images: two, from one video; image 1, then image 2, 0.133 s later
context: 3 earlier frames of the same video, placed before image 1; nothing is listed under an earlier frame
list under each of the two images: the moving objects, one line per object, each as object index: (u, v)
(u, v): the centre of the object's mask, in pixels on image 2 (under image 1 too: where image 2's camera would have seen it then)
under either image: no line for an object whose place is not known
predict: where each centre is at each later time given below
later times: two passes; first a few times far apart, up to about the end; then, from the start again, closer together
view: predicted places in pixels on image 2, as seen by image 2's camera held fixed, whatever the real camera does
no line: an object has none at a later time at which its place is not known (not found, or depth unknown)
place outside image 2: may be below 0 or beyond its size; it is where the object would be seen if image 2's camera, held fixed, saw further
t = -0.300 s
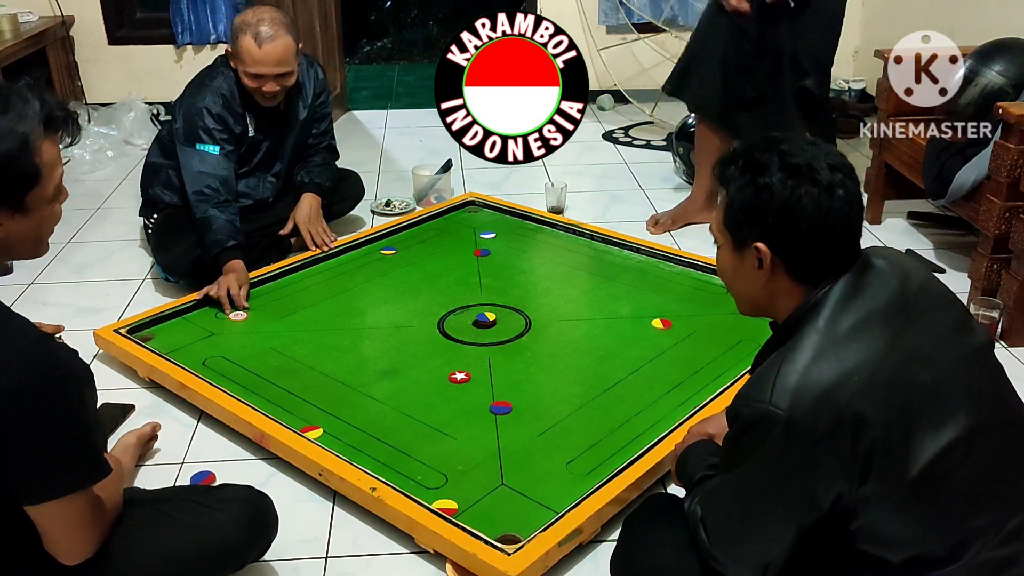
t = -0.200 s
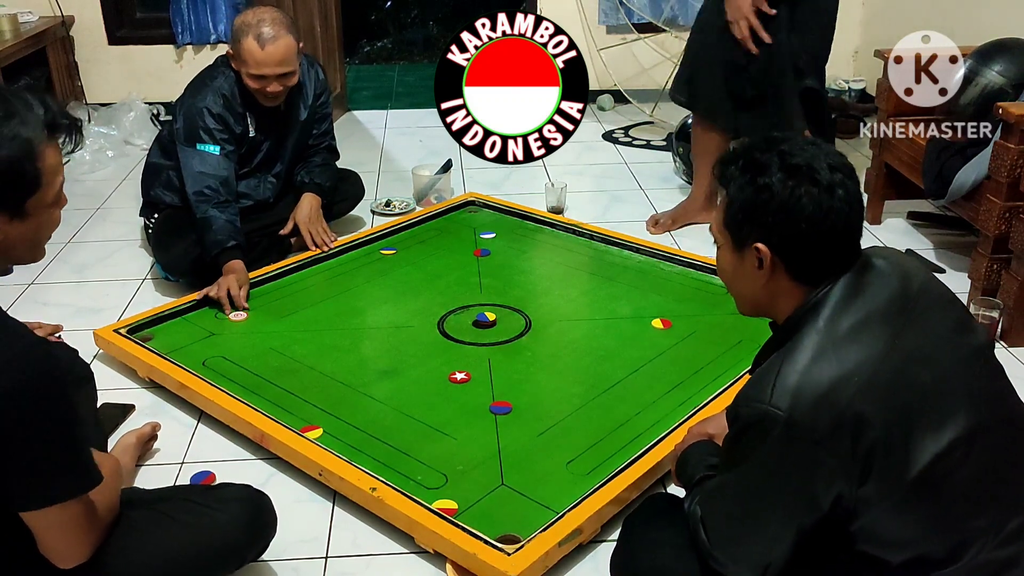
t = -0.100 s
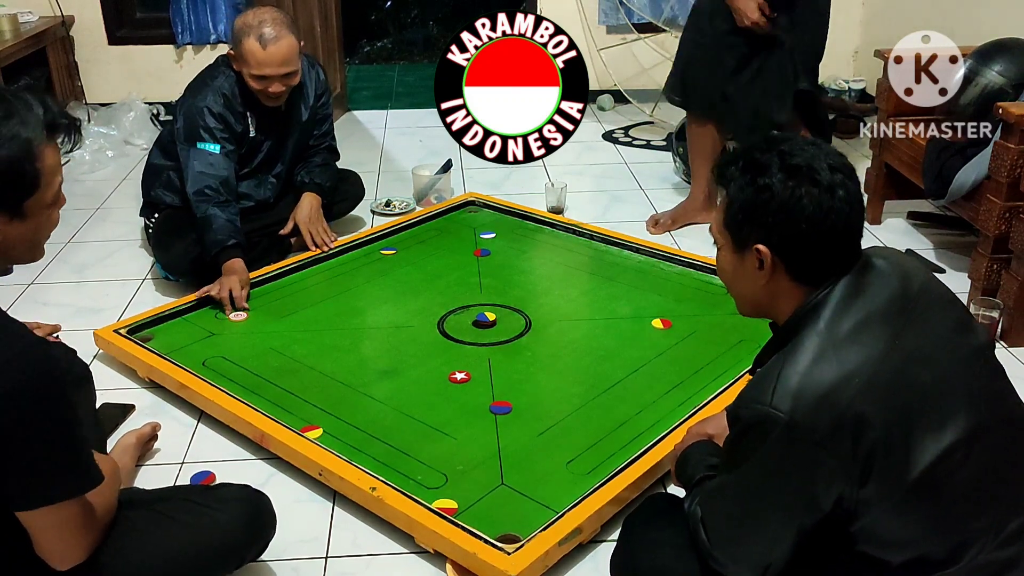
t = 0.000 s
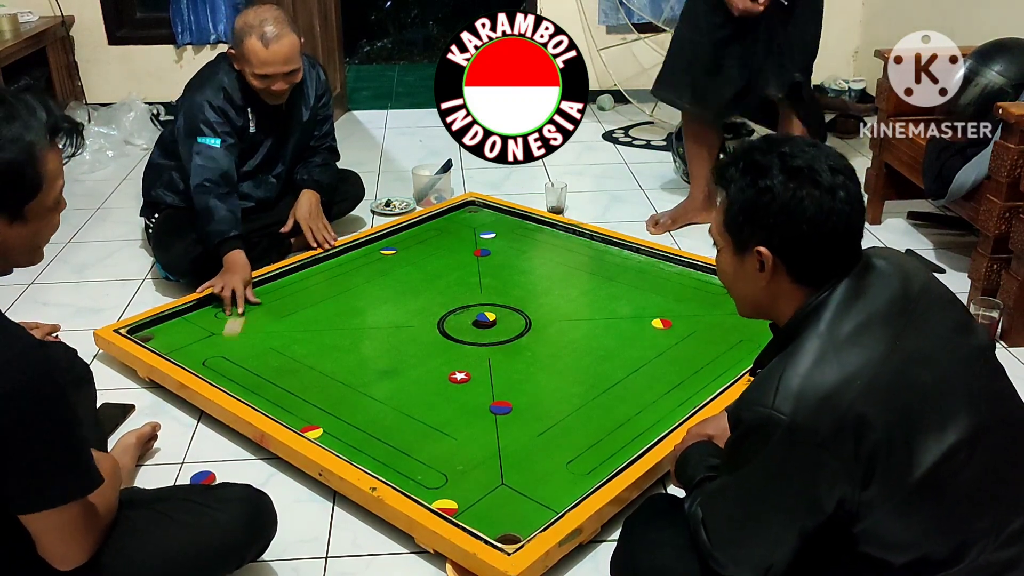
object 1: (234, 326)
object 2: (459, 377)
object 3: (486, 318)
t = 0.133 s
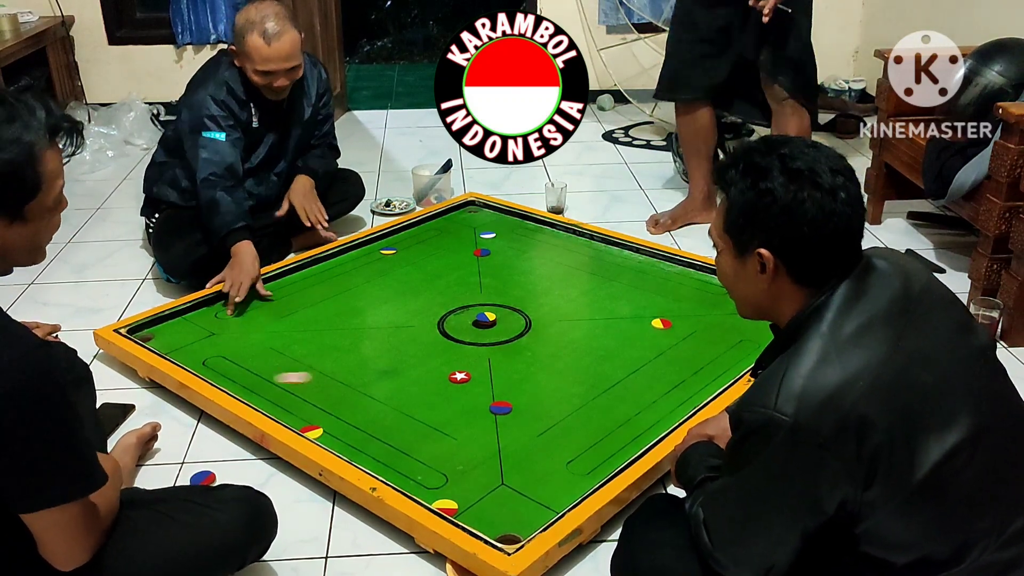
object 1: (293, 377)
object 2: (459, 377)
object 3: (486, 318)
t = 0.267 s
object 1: (439, 375)
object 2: (466, 377)
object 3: (486, 318)
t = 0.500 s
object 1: (457, 354)
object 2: (701, 391)
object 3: (486, 318)
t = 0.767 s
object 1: (476, 332)
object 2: (630, 327)
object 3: (486, 318)
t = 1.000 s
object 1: (478, 329)
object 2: (581, 283)
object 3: (489, 316)
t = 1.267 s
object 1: (476, 331)
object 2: (537, 244)
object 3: (498, 310)
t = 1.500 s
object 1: (473, 332)
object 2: (501, 218)
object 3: (505, 306)
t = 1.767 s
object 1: (470, 334)
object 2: (460, 222)
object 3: (511, 304)
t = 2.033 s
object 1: (466, 335)
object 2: (460, 243)
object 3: (514, 303)
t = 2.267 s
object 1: (463, 337)
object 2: (459, 262)
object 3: (514, 303)
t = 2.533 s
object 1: (460, 338)
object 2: (456, 285)
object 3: (514, 303)
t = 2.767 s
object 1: (458, 340)
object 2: (454, 307)
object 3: (514, 303)
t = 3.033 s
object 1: (457, 342)
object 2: (451, 332)
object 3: (514, 303)
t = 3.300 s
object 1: (463, 369)
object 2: (443, 335)
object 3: (511, 301)
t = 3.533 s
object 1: (470, 394)
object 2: (438, 337)
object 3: (511, 301)
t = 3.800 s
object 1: (477, 423)
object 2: (433, 340)
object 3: (511, 301)
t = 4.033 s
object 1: (484, 451)
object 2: (431, 342)
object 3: (511, 301)
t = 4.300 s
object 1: (493, 484)
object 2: (429, 344)
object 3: (511, 301)
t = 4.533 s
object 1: (501, 515)
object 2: (430, 345)
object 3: (511, 301)
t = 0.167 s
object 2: (459, 377)
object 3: (486, 318)
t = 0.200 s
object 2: (459, 377)
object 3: (486, 318)
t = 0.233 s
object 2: (460, 377)
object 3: (486, 318)
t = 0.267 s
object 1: (439, 375)
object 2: (466, 377)
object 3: (486, 318)
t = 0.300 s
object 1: (441, 372)
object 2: (500, 380)
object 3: (486, 318)
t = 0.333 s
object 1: (444, 369)
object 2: (535, 382)
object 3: (486, 318)
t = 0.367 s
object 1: (447, 366)
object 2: (571, 385)
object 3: (486, 318)
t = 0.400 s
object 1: (448, 363)
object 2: (608, 388)
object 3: (486, 318)
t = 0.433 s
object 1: (452, 360)
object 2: (645, 391)
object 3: (486, 318)
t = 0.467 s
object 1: (454, 357)
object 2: (682, 394)
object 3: (486, 318)
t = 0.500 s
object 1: (457, 354)
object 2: (701, 391)
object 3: (486, 318)
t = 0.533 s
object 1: (459, 351)
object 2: (692, 383)
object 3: (486, 318)
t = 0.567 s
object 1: (462, 348)
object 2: (682, 374)
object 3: (486, 318)
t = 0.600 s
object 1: (464, 345)
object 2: (673, 365)
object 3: (486, 318)
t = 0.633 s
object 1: (467, 343)
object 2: (664, 357)
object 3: (486, 318)
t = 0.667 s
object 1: (469, 340)
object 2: (655, 349)
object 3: (486, 318)
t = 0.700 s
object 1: (471, 338)
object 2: (647, 342)
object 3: (486, 318)
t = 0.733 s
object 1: (474, 335)
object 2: (638, 334)
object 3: (486, 318)
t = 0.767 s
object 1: (476, 332)
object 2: (630, 327)
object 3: (486, 318)
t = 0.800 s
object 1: (478, 330)
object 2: (623, 320)
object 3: (486, 318)
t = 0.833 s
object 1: (480, 328)
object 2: (616, 314)
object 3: (486, 317)
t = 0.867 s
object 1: (479, 328)
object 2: (608, 307)
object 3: (487, 317)
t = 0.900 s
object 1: (479, 328)
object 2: (601, 301)
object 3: (488, 316)
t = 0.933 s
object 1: (479, 328)
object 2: (595, 295)
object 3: (487, 317)
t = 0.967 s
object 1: (479, 329)
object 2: (588, 289)
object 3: (488, 317)
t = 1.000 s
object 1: (478, 329)
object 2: (581, 283)
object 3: (489, 316)
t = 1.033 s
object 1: (478, 329)
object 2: (575, 278)
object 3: (490, 314)
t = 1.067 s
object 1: (478, 330)
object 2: (569, 272)
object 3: (492, 314)
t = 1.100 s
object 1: (477, 330)
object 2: (563, 267)
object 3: (493, 313)
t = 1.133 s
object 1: (477, 330)
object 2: (558, 263)
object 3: (494, 312)
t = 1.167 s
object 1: (477, 330)
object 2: (553, 258)
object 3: (495, 312)
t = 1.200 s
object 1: (476, 331)
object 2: (547, 253)
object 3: (496, 311)
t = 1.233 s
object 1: (476, 331)
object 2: (542, 248)
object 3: (497, 310)
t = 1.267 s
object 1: (476, 331)
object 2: (537, 244)
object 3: (498, 310)
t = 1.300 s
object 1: (475, 331)
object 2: (532, 239)
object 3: (499, 309)
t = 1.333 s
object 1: (474, 331)
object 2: (528, 235)
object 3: (500, 308)
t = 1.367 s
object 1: (474, 331)
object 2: (523, 231)
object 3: (501, 308)
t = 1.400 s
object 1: (474, 332)
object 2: (518, 227)
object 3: (502, 308)
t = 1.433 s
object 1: (473, 332)
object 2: (514, 223)
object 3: (503, 307)
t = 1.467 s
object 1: (473, 332)
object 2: (509, 219)
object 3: (504, 307)
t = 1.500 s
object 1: (473, 332)
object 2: (501, 218)
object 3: (505, 306)
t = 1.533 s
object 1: (472, 333)
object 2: (492, 216)
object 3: (506, 306)
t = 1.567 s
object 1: (472, 333)
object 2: (482, 215)
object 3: (507, 306)
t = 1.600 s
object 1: (471, 333)
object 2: (473, 214)
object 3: (507, 305)
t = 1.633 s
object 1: (471, 333)
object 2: (464, 213)
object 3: (508, 305)
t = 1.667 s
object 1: (470, 333)
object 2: (460, 214)
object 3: (509, 305)
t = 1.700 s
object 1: (470, 333)
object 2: (460, 217)
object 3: (509, 305)
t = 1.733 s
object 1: (470, 334)
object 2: (460, 219)
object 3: (510, 304)
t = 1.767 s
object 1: (470, 334)
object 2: (460, 222)
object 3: (511, 304)
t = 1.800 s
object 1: (469, 334)
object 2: (460, 224)
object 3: (511, 304)
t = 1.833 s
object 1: (469, 334)
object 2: (460, 227)
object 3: (512, 303)
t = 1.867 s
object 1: (468, 334)
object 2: (460, 229)
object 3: (512, 304)
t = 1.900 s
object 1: (468, 334)
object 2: (460, 232)
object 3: (512, 303)
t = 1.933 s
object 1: (468, 335)
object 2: (460, 235)
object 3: (513, 303)
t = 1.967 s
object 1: (468, 335)
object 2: (460, 237)
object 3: (513, 303)
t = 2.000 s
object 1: (467, 335)
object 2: (460, 240)
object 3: (513, 303)
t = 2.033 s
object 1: (466, 335)
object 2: (460, 243)
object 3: (514, 303)
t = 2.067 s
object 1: (466, 335)
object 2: (460, 245)
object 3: (514, 303)
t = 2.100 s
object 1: (466, 336)
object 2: (460, 248)
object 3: (514, 303)
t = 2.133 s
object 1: (465, 336)
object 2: (460, 251)
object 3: (514, 303)
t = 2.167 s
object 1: (465, 336)
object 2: (459, 254)
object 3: (514, 303)
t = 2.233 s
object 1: (464, 336)
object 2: (459, 259)
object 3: (514, 303)
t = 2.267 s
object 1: (463, 337)
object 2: (459, 262)
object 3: (514, 303)
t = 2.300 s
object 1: (463, 337)
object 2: (458, 265)
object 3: (514, 303)
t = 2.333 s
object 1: (462, 337)
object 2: (458, 268)
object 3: (514, 303)
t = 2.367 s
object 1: (462, 337)
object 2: (458, 271)
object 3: (514, 303)
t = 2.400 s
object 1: (461, 338)
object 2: (457, 274)
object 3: (514, 303)
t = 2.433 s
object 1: (461, 338)
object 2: (457, 276)
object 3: (514, 303)
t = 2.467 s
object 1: (461, 338)
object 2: (457, 280)
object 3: (514, 303)
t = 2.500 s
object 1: (460, 338)
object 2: (456, 282)
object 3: (514, 303)
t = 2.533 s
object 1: (460, 338)
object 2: (456, 285)
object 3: (514, 303)
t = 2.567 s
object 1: (460, 338)
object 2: (456, 288)
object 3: (514, 303)
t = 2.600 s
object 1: (460, 338)
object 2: (455, 291)
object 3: (514, 303)
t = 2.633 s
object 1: (459, 339)
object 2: (455, 295)
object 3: (514, 303)
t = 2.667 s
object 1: (459, 339)
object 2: (455, 297)
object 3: (514, 303)
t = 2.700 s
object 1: (459, 339)
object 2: (455, 301)
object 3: (514, 303)
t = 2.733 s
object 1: (459, 340)
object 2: (454, 304)
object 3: (514, 303)
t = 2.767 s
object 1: (458, 340)
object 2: (454, 307)
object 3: (514, 303)
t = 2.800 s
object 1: (458, 340)
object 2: (454, 310)
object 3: (514, 303)
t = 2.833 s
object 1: (458, 340)
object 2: (453, 313)
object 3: (514, 303)
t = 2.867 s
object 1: (458, 340)
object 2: (453, 317)
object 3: (514, 303)
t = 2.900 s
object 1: (457, 341)
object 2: (453, 320)
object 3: (514, 303)
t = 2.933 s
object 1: (457, 341)
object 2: (453, 323)
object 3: (514, 303)
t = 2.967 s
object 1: (457, 341)
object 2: (452, 326)
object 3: (514, 303)
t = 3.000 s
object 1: (457, 341)
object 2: (452, 329)
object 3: (514, 303)
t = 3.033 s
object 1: (457, 342)
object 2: (451, 332)
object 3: (514, 303)
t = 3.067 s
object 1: (457, 345)
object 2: (450, 333)
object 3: (514, 303)
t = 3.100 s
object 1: (458, 348)
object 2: (449, 334)
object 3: (514, 303)
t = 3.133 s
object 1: (459, 351)
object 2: (448, 334)
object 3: (514, 303)
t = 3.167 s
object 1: (460, 355)
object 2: (447, 334)
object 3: (511, 301)
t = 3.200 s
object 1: (461, 358)
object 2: (446, 334)
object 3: (511, 301)
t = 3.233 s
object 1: (462, 362)
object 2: (445, 335)
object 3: (511, 301)
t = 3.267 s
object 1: (462, 365)
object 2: (444, 335)
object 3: (511, 301)
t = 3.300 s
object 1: (463, 369)
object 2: (443, 335)
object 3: (511, 301)
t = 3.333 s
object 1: (464, 373)
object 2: (442, 335)
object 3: (511, 301)
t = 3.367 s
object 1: (465, 376)
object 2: (441, 336)
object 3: (511, 301)
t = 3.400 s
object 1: (466, 380)
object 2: (440, 336)
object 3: (511, 301)
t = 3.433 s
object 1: (467, 383)
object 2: (440, 336)
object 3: (511, 301)
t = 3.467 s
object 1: (468, 386)
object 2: (439, 336)
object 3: (511, 301)
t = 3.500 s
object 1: (469, 390)
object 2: (438, 337)
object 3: (511, 301)
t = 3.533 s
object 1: (470, 394)
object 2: (438, 337)
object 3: (511, 301)
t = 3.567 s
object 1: (471, 398)
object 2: (437, 337)
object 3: (511, 301)
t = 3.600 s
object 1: (472, 401)
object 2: (436, 338)
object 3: (511, 301)
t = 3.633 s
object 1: (473, 405)
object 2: (436, 338)
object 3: (511, 301)
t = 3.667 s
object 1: (474, 408)
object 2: (435, 338)
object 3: (511, 301)
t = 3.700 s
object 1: (475, 412)
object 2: (434, 339)
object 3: (511, 301)
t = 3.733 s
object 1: (475, 416)
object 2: (434, 339)
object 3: (511, 301)
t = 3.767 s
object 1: (476, 420)
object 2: (434, 339)
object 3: (511, 301)
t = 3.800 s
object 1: (477, 423)
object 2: (433, 340)
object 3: (511, 301)
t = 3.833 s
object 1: (478, 427)
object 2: (433, 340)
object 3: (511, 301)
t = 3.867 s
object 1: (479, 431)
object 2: (433, 340)
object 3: (511, 301)
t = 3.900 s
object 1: (480, 435)
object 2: (432, 340)
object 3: (511, 301)
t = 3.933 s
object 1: (481, 439)
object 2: (432, 341)
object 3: (511, 301)
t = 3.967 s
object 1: (482, 443)
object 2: (431, 341)
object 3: (511, 301)
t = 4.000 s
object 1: (483, 447)
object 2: (431, 342)
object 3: (511, 301)
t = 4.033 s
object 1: (484, 451)
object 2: (431, 342)
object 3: (511, 301)
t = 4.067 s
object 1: (485, 455)
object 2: (430, 342)
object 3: (511, 301)
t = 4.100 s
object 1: (486, 459)
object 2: (430, 342)
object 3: (511, 301)
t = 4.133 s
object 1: (487, 463)
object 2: (430, 343)
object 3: (511, 301)
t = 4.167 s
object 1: (488, 467)
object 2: (430, 343)
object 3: (511, 301)
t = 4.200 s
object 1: (489, 471)
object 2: (430, 343)
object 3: (511, 301)
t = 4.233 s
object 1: (491, 475)
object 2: (429, 343)
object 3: (511, 301)
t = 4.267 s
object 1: (492, 479)
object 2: (429, 343)
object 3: (511, 301)
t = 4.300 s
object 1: (493, 484)
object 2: (429, 344)
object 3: (511, 301)
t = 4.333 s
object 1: (494, 488)
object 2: (429, 344)
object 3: (511, 301)
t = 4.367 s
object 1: (495, 492)
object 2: (429, 344)
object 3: (511, 301)
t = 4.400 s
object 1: (497, 497)
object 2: (429, 344)
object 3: (511, 301)
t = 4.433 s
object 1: (498, 501)
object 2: (429, 345)
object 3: (511, 301)
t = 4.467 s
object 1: (499, 506)
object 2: (430, 345)
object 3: (511, 301)
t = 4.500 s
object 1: (500, 511)
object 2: (430, 345)
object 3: (511, 301)
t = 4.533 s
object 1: (501, 515)
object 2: (430, 345)
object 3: (511, 301)
